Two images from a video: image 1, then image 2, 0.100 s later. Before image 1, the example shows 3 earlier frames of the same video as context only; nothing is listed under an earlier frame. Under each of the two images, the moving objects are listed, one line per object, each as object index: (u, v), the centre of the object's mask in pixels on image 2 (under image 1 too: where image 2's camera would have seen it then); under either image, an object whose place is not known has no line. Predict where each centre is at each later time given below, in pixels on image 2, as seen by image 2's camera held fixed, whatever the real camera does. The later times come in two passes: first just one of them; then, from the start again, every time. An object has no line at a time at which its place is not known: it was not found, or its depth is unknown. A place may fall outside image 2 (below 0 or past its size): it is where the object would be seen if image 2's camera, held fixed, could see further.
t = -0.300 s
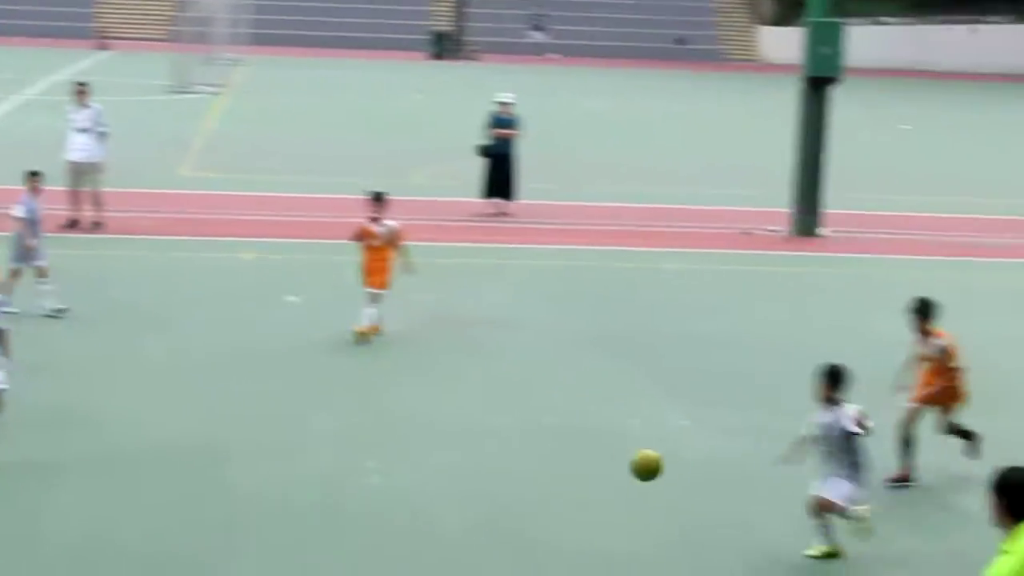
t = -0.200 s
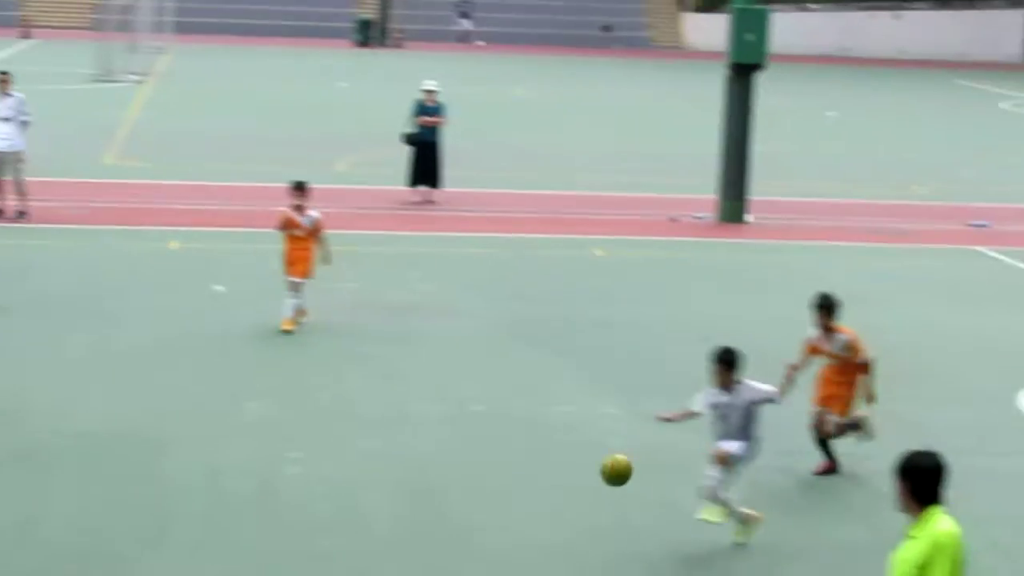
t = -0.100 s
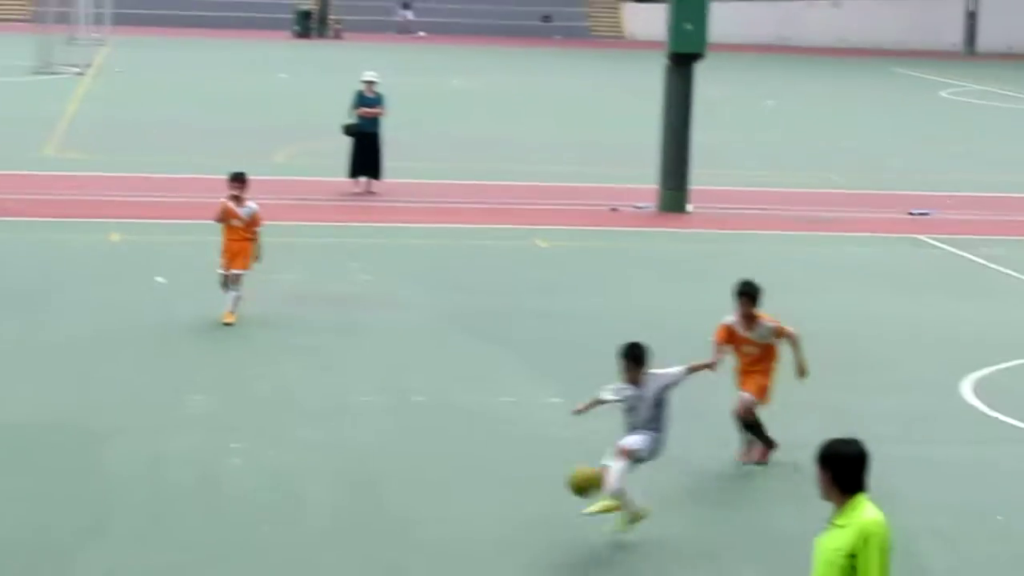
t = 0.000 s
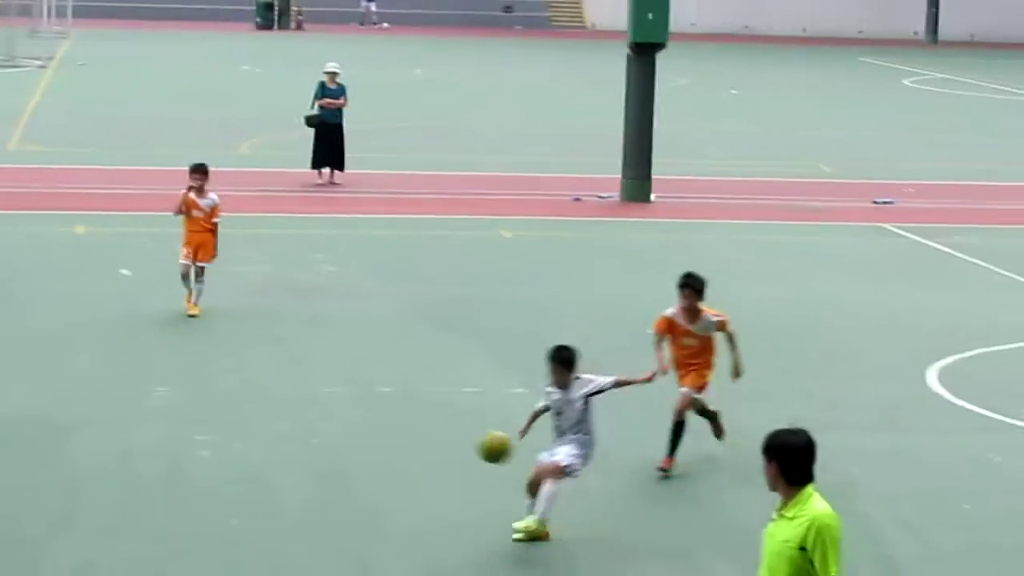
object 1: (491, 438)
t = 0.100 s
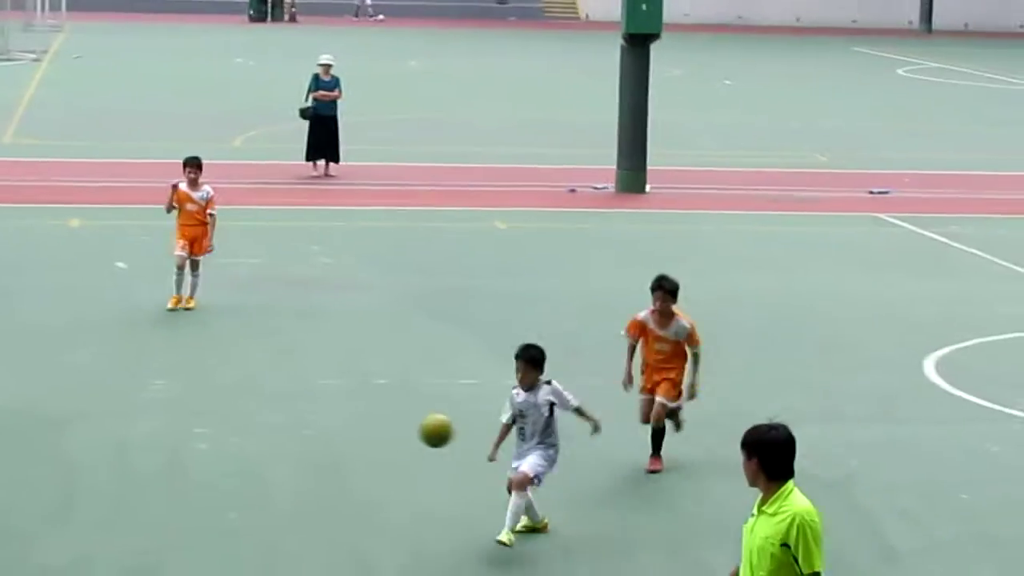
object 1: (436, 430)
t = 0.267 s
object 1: (337, 453)
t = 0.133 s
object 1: (416, 431)
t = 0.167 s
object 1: (397, 434)
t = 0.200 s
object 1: (376, 439)
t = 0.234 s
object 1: (357, 445)
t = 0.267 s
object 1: (337, 453)
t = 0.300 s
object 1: (317, 462)
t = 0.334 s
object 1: (296, 474)
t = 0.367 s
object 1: (276, 490)
